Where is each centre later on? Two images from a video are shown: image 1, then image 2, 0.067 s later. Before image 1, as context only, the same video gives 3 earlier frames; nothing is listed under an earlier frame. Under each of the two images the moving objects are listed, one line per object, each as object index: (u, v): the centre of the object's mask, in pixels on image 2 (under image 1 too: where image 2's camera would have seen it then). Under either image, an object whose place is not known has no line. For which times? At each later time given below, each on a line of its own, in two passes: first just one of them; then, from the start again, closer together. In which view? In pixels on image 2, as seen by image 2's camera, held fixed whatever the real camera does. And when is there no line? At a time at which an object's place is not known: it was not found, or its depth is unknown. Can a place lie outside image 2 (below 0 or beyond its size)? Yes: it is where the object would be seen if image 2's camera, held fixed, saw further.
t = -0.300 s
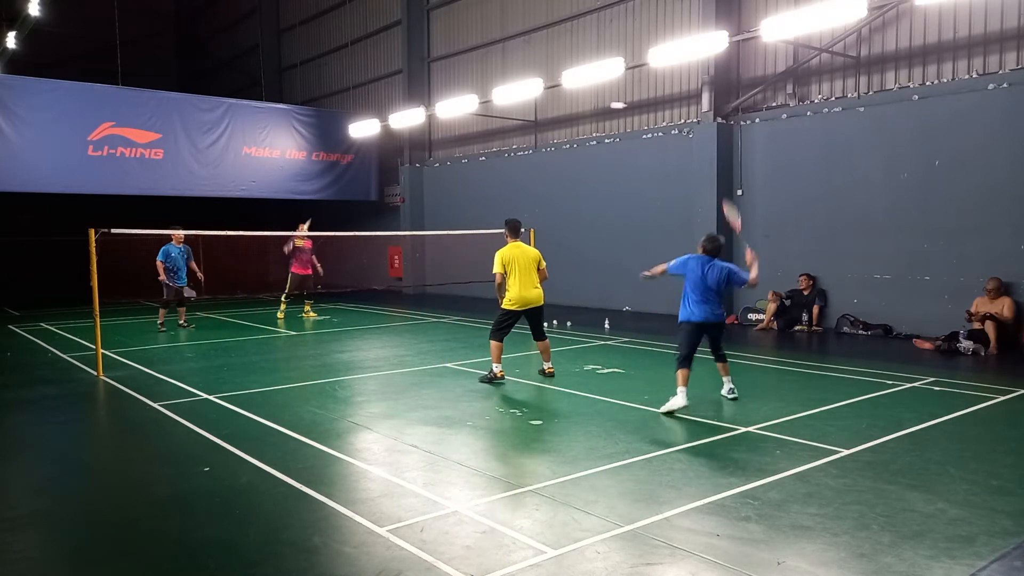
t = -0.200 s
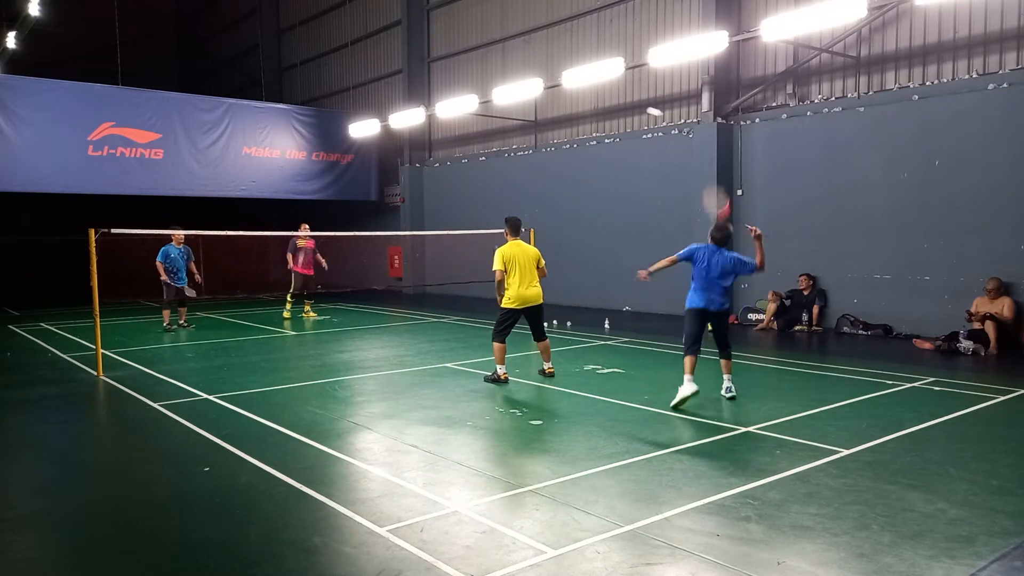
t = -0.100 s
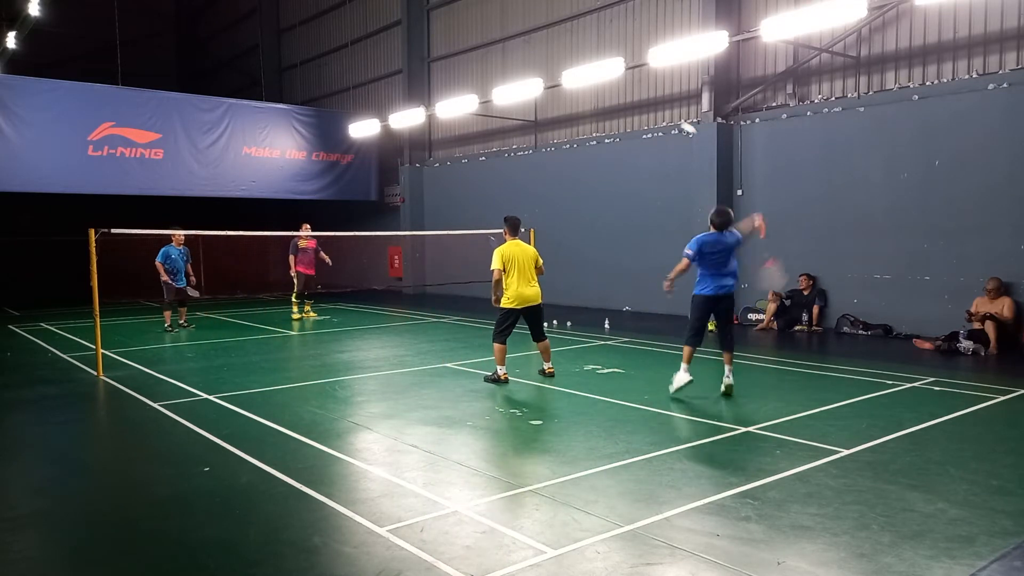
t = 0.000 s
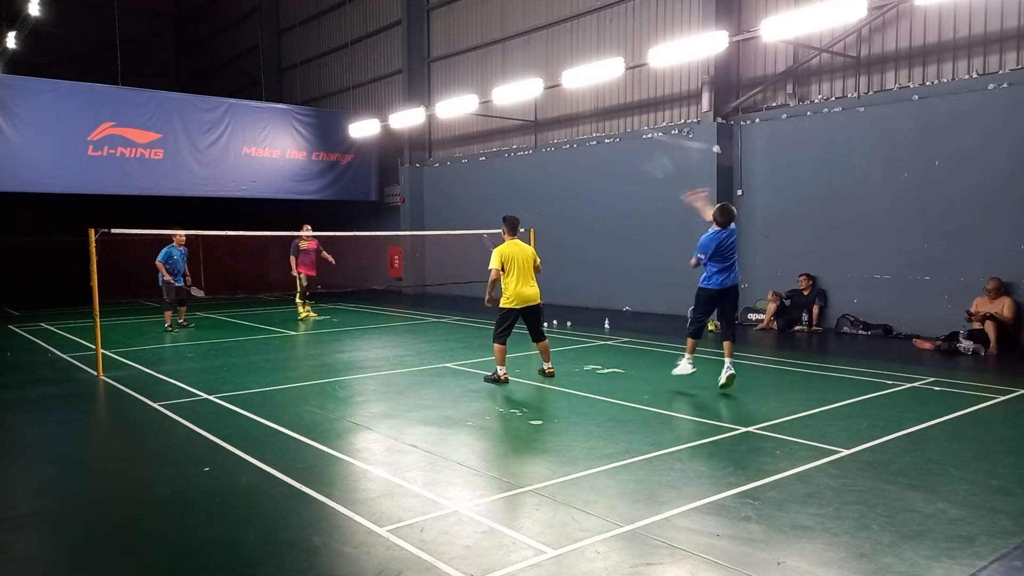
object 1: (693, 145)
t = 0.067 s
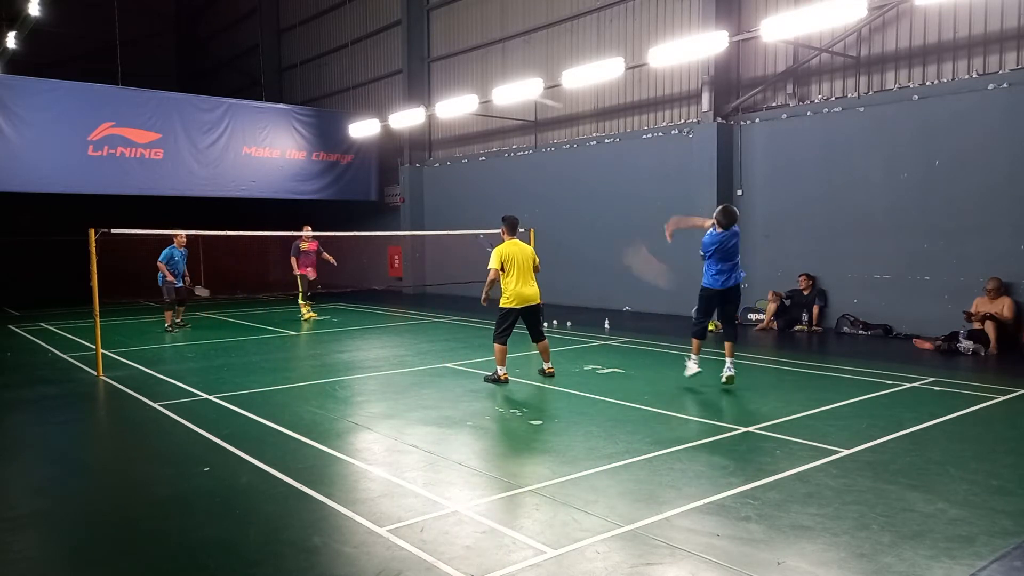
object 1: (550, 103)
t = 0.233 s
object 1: (367, 59)
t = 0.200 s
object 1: (390, 63)
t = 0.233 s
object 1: (367, 59)
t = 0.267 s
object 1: (346, 56)
